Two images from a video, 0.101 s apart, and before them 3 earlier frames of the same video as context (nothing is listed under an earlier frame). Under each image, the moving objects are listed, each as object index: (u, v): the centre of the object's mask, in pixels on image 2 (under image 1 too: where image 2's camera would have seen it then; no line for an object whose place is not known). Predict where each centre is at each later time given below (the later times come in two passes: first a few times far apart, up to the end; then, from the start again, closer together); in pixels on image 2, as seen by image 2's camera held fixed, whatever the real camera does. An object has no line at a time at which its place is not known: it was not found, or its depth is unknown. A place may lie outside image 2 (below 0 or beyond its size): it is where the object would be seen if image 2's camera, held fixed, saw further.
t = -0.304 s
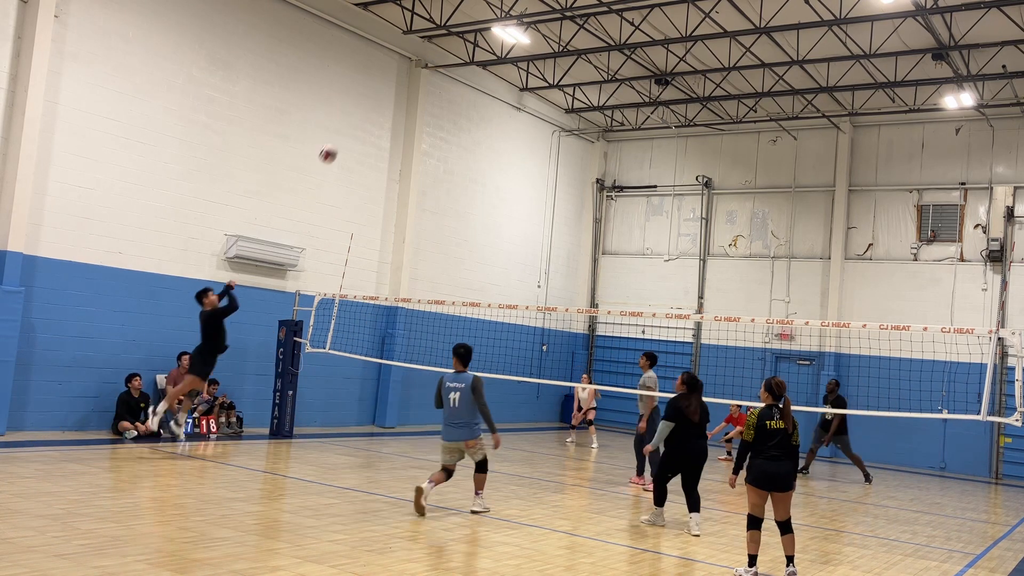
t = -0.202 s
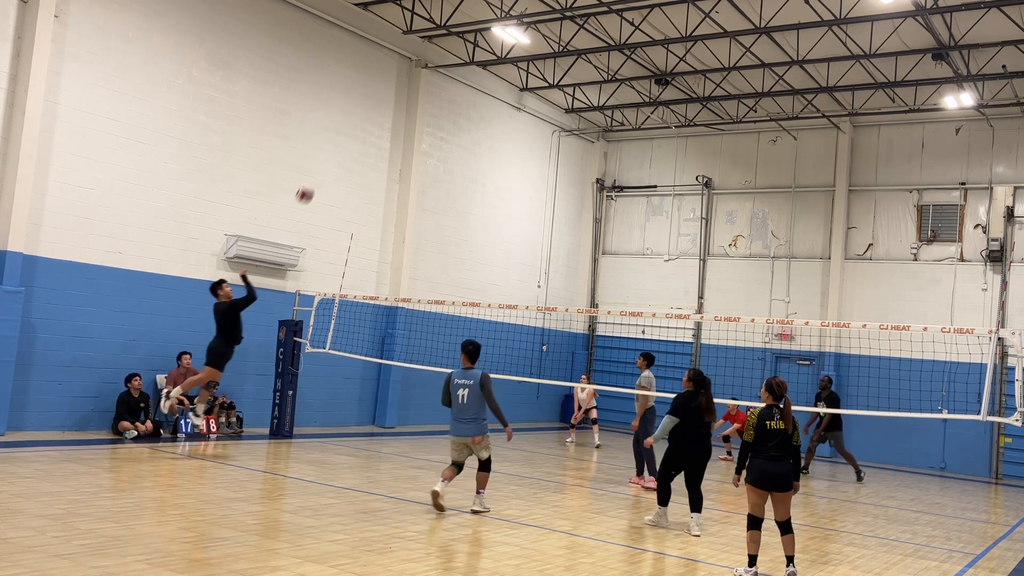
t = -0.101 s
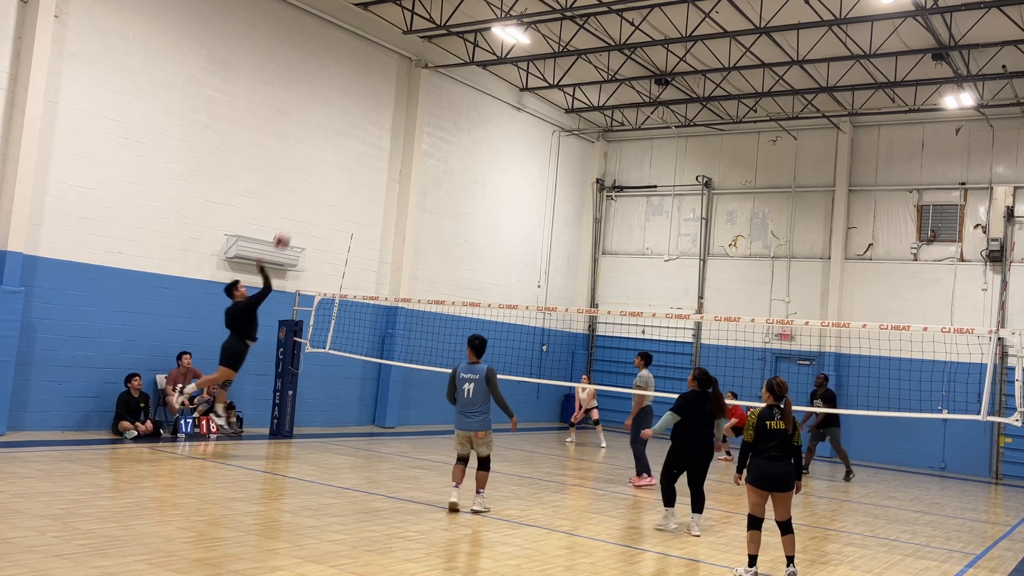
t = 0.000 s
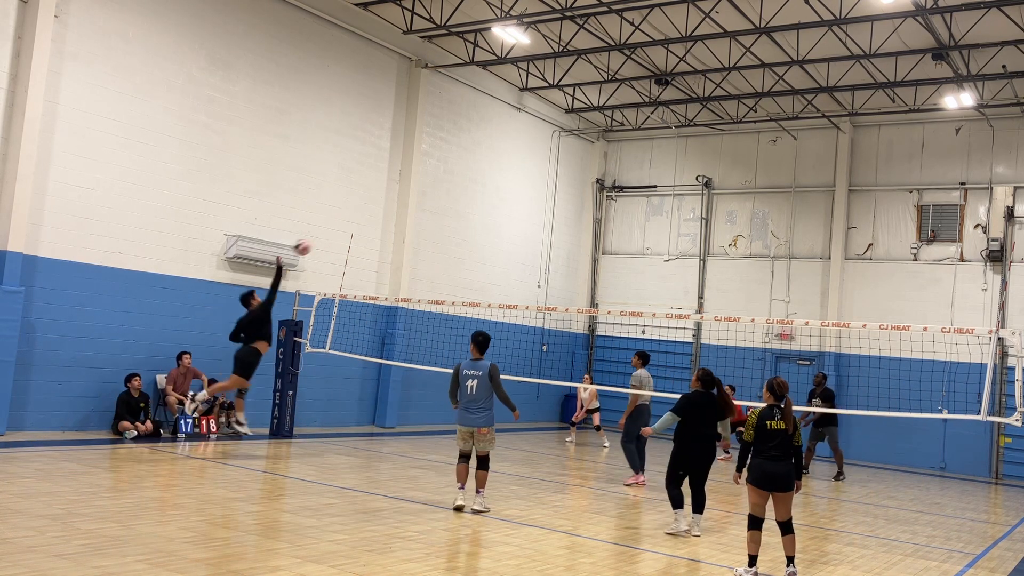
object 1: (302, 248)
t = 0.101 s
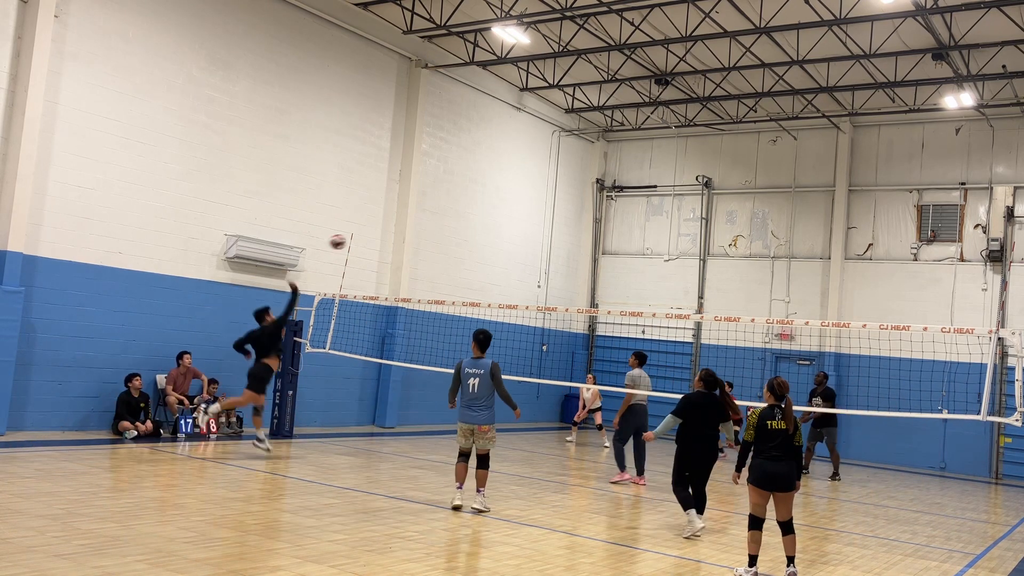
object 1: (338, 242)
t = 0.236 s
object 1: (379, 247)
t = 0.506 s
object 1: (444, 289)
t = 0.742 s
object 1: (486, 356)
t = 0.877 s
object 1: (501, 392)
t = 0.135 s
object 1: (348, 242)
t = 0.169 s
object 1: (359, 243)
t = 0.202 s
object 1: (368, 245)
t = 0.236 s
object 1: (379, 247)
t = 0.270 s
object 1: (387, 251)
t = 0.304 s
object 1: (397, 254)
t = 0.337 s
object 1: (405, 258)
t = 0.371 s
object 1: (414, 264)
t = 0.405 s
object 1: (421, 269)
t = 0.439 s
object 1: (429, 275)
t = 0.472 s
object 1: (436, 283)
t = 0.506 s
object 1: (444, 289)
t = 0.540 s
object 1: (450, 296)
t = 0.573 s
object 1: (456, 309)
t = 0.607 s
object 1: (463, 315)
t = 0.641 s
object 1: (470, 324)
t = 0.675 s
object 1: (475, 334)
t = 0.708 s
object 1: (481, 345)
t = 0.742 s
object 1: (486, 356)
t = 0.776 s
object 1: (491, 367)
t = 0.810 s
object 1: (496, 381)
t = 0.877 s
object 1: (501, 392)
